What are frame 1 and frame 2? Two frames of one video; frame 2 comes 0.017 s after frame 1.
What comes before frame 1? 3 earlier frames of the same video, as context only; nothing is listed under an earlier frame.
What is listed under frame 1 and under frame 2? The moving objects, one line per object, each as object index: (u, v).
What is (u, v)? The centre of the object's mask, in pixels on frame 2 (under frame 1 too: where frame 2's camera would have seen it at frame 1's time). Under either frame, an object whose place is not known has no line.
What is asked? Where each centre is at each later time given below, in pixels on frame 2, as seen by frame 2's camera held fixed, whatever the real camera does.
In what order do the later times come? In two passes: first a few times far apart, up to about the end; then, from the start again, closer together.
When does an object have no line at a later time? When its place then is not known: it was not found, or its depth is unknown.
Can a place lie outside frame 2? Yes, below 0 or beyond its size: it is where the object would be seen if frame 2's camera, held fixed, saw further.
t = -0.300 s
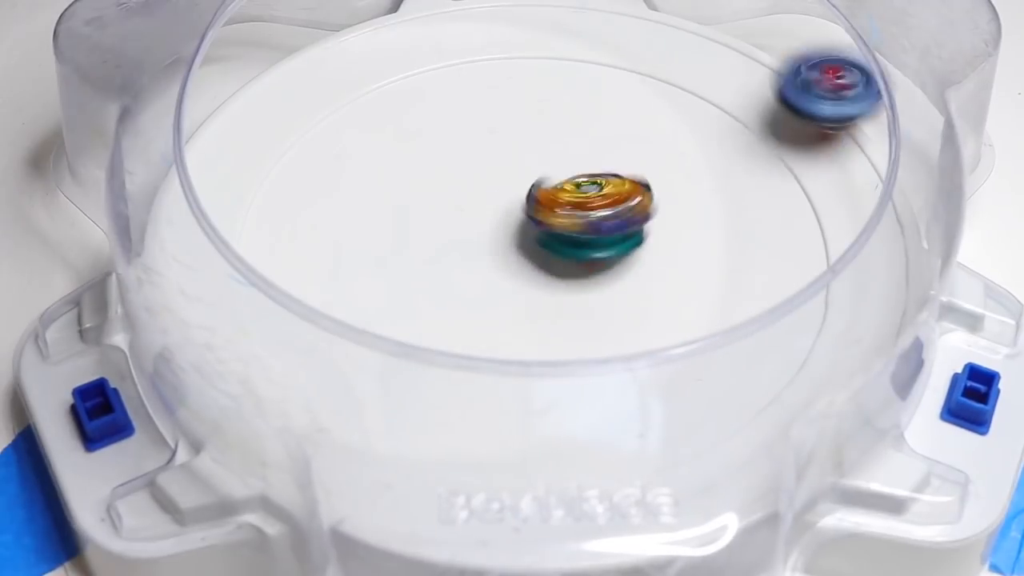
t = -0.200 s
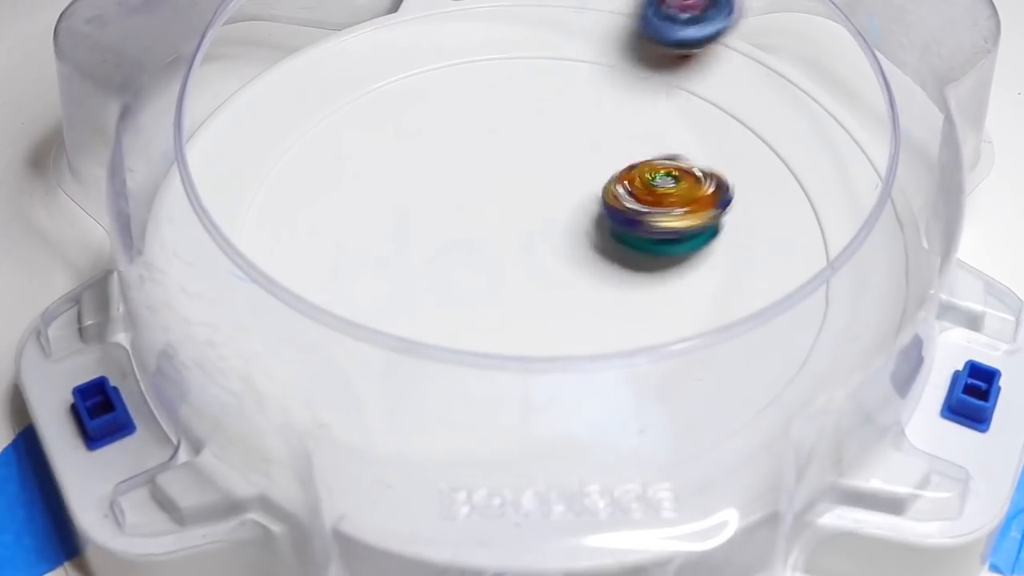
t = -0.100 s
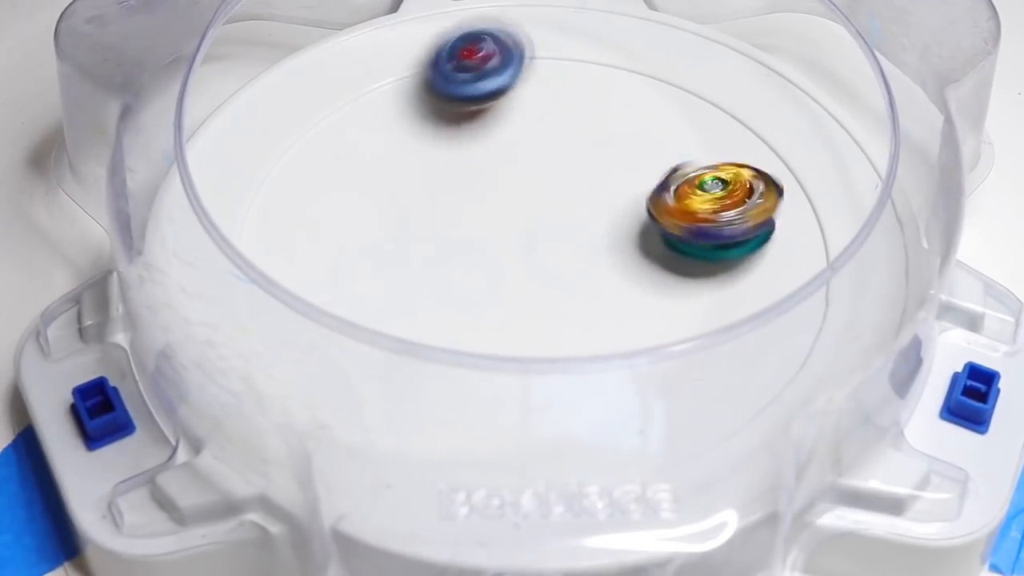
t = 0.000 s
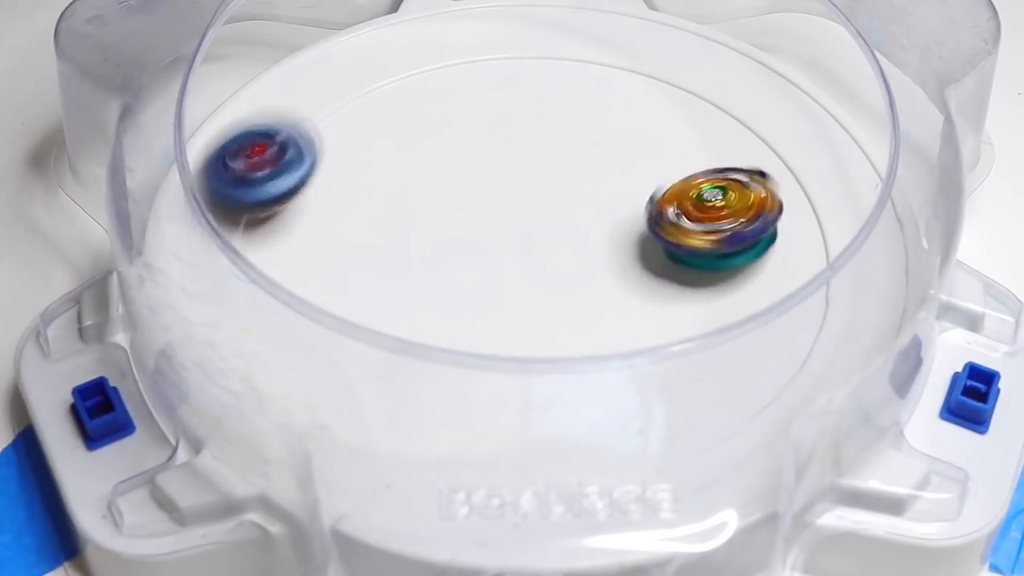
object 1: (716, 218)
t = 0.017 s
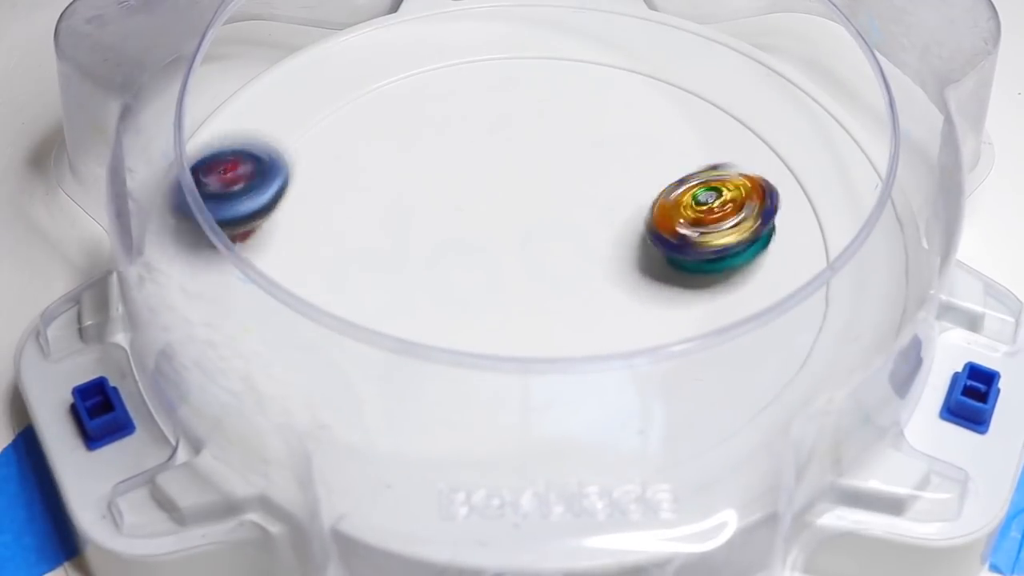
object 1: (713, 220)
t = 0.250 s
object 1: (582, 242)
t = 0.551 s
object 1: (397, 195)
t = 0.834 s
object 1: (446, 213)
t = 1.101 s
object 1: (561, 301)
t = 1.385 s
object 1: (543, 320)
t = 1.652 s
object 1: (524, 215)
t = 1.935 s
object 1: (530, 144)
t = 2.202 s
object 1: (533, 212)
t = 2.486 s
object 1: (591, 255)
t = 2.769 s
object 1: (581, 235)
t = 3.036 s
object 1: (558, 231)
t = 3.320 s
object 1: (568, 271)
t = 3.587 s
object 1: (574, 279)
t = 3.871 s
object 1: (557, 270)
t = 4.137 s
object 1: (548, 264)
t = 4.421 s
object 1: (537, 266)
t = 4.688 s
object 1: (529, 265)
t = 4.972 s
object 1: (537, 261)
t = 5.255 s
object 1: (549, 258)
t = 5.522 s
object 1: (548, 258)
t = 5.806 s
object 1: (548, 258)
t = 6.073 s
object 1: (548, 258)
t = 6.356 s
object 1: (548, 258)
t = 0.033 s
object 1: (709, 222)
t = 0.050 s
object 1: (703, 224)
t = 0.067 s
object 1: (699, 224)
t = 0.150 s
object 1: (658, 235)
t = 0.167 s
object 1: (646, 236)
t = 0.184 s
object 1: (635, 238)
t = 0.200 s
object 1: (623, 239)
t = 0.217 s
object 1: (609, 240)
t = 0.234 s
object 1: (595, 242)
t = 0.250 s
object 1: (582, 242)
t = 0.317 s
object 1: (523, 243)
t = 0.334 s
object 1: (512, 241)
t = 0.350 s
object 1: (499, 238)
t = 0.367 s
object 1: (486, 235)
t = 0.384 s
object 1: (476, 232)
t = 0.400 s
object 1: (466, 229)
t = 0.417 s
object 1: (452, 228)
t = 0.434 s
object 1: (443, 222)
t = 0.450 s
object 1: (434, 218)
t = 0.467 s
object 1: (425, 215)
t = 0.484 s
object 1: (419, 208)
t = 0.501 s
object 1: (412, 205)
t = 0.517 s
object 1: (406, 202)
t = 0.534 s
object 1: (402, 198)
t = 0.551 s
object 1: (397, 195)
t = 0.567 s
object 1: (394, 194)
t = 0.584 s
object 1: (393, 191)
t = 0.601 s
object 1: (391, 189)
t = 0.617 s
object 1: (390, 189)
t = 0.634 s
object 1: (392, 189)
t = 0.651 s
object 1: (393, 189)
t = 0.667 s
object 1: (395, 190)
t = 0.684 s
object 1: (398, 191)
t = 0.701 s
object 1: (401, 193)
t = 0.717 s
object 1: (405, 194)
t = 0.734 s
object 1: (410, 195)
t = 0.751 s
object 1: (414, 197)
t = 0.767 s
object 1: (420, 199)
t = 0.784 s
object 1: (426, 202)
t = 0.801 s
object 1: (431, 206)
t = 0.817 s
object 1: (439, 209)
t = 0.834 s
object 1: (446, 213)
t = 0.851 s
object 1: (453, 216)
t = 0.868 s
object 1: (461, 221)
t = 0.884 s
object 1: (470, 226)
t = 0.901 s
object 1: (479, 230)
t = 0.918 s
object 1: (488, 234)
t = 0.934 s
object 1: (498, 237)
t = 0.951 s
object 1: (508, 241)
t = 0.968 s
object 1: (517, 245)
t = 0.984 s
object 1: (527, 249)
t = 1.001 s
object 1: (537, 253)
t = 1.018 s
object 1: (545, 257)
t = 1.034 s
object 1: (553, 262)
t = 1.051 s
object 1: (558, 273)
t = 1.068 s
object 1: (559, 285)
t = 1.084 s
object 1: (559, 295)
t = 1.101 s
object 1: (561, 301)
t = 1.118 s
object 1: (561, 307)
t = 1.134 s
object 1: (561, 314)
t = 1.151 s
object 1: (560, 318)
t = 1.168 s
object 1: (560, 332)
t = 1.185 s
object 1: (560, 336)
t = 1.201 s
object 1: (557, 342)
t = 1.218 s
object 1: (557, 346)
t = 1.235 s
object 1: (555, 352)
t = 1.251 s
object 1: (556, 351)
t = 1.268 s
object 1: (554, 351)
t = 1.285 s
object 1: (553, 350)
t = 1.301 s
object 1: (551, 348)
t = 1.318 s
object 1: (550, 347)
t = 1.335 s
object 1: (548, 341)
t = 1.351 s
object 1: (549, 325)
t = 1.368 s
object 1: (547, 322)
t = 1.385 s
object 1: (543, 320)
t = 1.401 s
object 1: (541, 317)
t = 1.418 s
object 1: (540, 314)
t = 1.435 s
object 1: (537, 311)
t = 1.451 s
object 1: (535, 307)
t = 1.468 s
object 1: (534, 303)
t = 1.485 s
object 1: (532, 298)
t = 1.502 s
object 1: (532, 289)
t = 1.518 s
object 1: (530, 282)
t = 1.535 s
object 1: (529, 274)
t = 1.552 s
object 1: (527, 267)
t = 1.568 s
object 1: (525, 259)
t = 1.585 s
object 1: (523, 250)
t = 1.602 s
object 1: (523, 241)
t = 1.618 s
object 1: (523, 232)
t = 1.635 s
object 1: (523, 224)
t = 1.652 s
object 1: (524, 215)
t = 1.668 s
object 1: (525, 207)
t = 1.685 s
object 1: (525, 199)
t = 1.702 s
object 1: (525, 192)
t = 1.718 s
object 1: (526, 184)
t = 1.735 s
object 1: (526, 178)
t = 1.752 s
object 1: (528, 170)
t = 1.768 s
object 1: (529, 164)
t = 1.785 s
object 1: (529, 160)
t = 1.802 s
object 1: (530, 154)
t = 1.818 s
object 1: (532, 149)
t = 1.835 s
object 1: (531, 147)
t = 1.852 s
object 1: (531, 145)
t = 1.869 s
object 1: (531, 144)
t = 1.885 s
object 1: (531, 144)
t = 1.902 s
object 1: (529, 144)
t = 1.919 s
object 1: (530, 143)
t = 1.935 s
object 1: (530, 144)
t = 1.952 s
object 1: (529, 145)
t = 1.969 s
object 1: (530, 147)
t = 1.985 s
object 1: (531, 149)
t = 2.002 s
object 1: (531, 151)
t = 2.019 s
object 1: (531, 155)
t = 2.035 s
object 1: (531, 159)
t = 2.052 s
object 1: (531, 162)
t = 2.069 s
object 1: (530, 167)
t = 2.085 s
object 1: (530, 171)
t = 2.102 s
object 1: (530, 176)
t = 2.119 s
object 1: (530, 181)
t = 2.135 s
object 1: (531, 186)
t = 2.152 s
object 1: (531, 192)
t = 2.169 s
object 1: (532, 198)
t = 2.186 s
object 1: (532, 205)
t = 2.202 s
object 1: (533, 212)
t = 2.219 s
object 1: (533, 219)
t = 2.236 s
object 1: (533, 226)
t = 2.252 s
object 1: (532, 233)
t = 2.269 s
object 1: (532, 241)
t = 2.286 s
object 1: (533, 246)
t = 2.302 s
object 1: (537, 251)
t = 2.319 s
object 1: (543, 255)
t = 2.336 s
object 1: (550, 256)
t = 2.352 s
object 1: (557, 255)
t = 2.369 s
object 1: (561, 255)
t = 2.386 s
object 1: (567, 255)
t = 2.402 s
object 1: (572, 256)
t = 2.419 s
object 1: (576, 257)
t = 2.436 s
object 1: (580, 256)
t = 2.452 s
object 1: (585, 257)
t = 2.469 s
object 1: (589, 256)
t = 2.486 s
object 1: (591, 255)
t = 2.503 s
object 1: (594, 255)
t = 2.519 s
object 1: (595, 254)
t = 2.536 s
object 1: (595, 254)
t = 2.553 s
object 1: (594, 254)
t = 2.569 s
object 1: (592, 253)
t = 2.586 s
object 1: (590, 252)
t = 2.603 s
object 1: (586, 251)
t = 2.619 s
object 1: (584, 247)
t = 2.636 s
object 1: (582, 245)
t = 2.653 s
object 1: (580, 243)
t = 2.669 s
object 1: (576, 242)
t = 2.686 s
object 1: (573, 241)
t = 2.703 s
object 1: (572, 238)
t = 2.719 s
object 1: (574, 237)
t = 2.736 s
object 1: (577, 236)
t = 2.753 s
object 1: (579, 236)
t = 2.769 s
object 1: (581, 235)
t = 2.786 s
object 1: (582, 234)
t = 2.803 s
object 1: (583, 234)
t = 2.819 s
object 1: (583, 233)
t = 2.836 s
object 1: (582, 232)
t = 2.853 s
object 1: (581, 231)
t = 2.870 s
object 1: (580, 230)
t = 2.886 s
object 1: (579, 230)
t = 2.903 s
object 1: (578, 229)
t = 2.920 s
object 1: (576, 229)
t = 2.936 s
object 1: (574, 228)
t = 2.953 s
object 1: (571, 229)
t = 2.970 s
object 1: (569, 228)
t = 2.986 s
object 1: (566, 229)
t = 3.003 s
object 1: (564, 230)
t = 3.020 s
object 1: (561, 230)
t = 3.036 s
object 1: (558, 231)
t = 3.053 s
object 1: (557, 231)
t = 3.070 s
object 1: (556, 231)
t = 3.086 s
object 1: (553, 231)
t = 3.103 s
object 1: (552, 232)
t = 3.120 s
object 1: (550, 233)
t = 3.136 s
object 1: (549, 233)
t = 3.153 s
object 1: (548, 234)
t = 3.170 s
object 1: (548, 234)
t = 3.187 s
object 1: (550, 236)
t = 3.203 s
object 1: (551, 239)
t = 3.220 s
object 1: (555, 244)
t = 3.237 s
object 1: (558, 250)
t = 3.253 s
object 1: (561, 255)
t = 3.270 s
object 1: (562, 260)
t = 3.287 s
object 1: (564, 263)
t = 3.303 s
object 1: (567, 267)
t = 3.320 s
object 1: (568, 271)
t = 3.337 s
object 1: (570, 274)
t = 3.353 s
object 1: (571, 277)
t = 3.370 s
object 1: (573, 279)
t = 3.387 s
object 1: (574, 281)
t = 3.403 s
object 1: (575, 283)
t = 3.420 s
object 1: (575, 283)
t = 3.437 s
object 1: (576, 284)
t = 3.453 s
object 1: (577, 284)
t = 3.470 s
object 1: (577, 284)
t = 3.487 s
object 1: (577, 284)
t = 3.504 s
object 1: (577, 284)
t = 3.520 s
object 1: (577, 283)
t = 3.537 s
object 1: (576, 282)
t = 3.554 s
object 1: (576, 282)
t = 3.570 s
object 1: (574, 281)
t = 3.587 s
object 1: (574, 279)
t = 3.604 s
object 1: (572, 278)
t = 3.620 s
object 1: (572, 276)
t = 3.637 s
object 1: (571, 274)
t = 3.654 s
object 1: (571, 273)
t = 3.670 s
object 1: (571, 273)
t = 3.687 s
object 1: (571, 274)
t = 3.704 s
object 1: (571, 275)
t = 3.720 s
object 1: (570, 276)
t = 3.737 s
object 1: (569, 277)
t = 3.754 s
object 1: (568, 276)
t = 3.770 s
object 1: (567, 276)
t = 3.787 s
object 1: (566, 275)
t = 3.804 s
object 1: (564, 275)
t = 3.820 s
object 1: (562, 273)
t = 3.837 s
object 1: (560, 273)
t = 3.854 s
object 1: (559, 272)
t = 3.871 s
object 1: (557, 270)
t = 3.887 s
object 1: (558, 269)
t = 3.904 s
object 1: (557, 267)
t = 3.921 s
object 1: (557, 265)
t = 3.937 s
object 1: (557, 264)
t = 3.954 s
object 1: (557, 263)
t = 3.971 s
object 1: (557, 263)
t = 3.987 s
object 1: (556, 261)
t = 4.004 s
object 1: (555, 261)
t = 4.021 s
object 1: (554, 262)
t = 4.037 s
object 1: (553, 263)
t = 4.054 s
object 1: (552, 264)
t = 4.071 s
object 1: (551, 263)
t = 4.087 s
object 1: (550, 263)
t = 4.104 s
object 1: (550, 263)
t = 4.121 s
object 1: (549, 264)
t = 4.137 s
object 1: (548, 264)
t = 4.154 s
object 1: (547, 263)
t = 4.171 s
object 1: (546, 263)
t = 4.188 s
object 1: (545, 262)
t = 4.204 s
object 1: (543, 262)
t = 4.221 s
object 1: (541, 263)
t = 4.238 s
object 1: (540, 263)
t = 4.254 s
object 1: (539, 263)
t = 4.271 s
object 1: (540, 262)
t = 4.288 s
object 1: (540, 262)
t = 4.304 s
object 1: (541, 261)
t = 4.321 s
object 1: (541, 261)
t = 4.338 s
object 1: (542, 262)
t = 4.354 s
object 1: (542, 262)
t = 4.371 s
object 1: (542, 263)
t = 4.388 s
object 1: (540, 264)
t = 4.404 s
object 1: (539, 266)
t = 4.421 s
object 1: (537, 266)
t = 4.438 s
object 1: (535, 267)
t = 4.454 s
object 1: (534, 267)
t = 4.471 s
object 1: (534, 266)
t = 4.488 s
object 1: (533, 267)
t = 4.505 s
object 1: (533, 267)
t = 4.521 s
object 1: (533, 267)
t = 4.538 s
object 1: (533, 266)
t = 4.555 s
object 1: (534, 266)
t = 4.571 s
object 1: (533, 265)
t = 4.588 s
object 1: (532, 265)
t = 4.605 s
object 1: (532, 266)
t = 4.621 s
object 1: (531, 266)
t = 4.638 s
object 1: (531, 266)
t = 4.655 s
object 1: (530, 267)
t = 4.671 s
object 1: (529, 266)
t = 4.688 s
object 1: (529, 265)
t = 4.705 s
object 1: (529, 264)
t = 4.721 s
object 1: (529, 263)
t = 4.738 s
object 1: (529, 263)
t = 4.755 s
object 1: (529, 265)
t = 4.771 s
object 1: (528, 264)
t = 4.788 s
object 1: (528, 264)
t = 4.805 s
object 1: (529, 264)
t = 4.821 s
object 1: (529, 264)
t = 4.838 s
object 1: (529, 263)
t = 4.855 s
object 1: (529, 262)
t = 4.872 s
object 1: (530, 263)
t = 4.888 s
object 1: (530, 262)
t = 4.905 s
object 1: (532, 262)
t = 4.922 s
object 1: (533, 262)
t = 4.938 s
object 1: (534, 262)
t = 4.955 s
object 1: (535, 261)
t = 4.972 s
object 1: (537, 261)
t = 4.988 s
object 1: (538, 260)
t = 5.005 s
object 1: (540, 260)
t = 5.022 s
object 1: (541, 259)
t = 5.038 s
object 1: (543, 259)
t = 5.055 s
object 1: (544, 259)
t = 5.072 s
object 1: (545, 259)
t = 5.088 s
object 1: (546, 259)
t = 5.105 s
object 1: (546, 258)
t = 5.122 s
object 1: (547, 258)
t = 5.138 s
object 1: (547, 258)
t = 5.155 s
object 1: (547, 258)
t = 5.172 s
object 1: (547, 258)
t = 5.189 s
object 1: (548, 258)
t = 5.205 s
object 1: (548, 258)
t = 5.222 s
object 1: (548, 258)
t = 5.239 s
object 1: (548, 258)
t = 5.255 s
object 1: (549, 258)
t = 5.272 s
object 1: (549, 258)
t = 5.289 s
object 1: (549, 257)
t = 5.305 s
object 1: (549, 257)
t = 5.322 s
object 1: (549, 257)
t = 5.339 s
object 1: (549, 257)
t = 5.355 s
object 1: (549, 257)
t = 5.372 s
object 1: (549, 257)
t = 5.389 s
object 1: (549, 257)
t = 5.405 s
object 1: (549, 257)
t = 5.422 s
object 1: (549, 258)
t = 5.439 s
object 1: (549, 258)
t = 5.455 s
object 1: (549, 258)
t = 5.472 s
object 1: (548, 258)
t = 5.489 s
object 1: (548, 258)
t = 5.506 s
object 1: (548, 258)
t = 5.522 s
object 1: (548, 258)
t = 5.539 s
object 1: (548, 258)
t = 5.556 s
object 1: (548, 258)
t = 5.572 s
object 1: (548, 258)
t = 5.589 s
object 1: (548, 258)
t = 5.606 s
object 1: (548, 258)
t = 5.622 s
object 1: (548, 258)
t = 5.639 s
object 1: (548, 258)
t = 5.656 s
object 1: (548, 258)
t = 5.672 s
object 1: (548, 258)
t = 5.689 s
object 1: (548, 258)
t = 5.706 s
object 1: (548, 258)
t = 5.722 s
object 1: (548, 258)
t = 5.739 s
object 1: (548, 258)
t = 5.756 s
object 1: (548, 258)
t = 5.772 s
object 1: (548, 258)
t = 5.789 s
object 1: (548, 258)
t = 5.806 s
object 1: (548, 258)
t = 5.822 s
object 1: (548, 258)
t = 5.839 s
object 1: (548, 258)
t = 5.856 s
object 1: (548, 258)
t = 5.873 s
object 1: (548, 258)
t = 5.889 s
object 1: (548, 258)
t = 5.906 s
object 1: (548, 258)
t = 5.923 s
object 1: (548, 258)
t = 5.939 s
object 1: (548, 258)
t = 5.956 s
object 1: (548, 258)
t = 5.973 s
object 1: (548, 258)
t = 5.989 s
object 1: (548, 258)
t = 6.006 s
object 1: (548, 258)
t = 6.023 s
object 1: (548, 258)
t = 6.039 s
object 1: (548, 258)
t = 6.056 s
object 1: (548, 258)
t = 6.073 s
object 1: (548, 258)
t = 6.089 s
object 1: (548, 258)
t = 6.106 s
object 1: (548, 258)
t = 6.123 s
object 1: (548, 258)
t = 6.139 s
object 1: (548, 258)
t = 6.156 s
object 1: (548, 258)
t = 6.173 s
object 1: (548, 258)
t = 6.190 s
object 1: (548, 258)
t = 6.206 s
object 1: (548, 258)
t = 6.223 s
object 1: (548, 258)
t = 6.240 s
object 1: (548, 258)
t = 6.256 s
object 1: (548, 258)
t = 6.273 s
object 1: (548, 258)
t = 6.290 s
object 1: (548, 258)
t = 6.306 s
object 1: (548, 258)
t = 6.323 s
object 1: (548, 258)
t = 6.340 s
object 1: (548, 258)
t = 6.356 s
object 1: (548, 258)
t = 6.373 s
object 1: (548, 258)
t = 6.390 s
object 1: (548, 259)
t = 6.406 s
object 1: (548, 259)
